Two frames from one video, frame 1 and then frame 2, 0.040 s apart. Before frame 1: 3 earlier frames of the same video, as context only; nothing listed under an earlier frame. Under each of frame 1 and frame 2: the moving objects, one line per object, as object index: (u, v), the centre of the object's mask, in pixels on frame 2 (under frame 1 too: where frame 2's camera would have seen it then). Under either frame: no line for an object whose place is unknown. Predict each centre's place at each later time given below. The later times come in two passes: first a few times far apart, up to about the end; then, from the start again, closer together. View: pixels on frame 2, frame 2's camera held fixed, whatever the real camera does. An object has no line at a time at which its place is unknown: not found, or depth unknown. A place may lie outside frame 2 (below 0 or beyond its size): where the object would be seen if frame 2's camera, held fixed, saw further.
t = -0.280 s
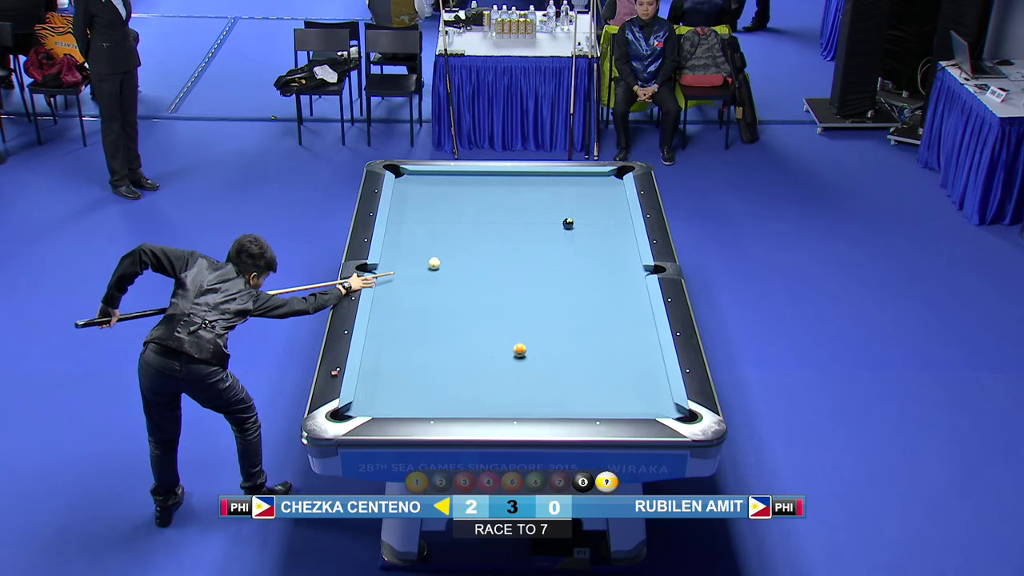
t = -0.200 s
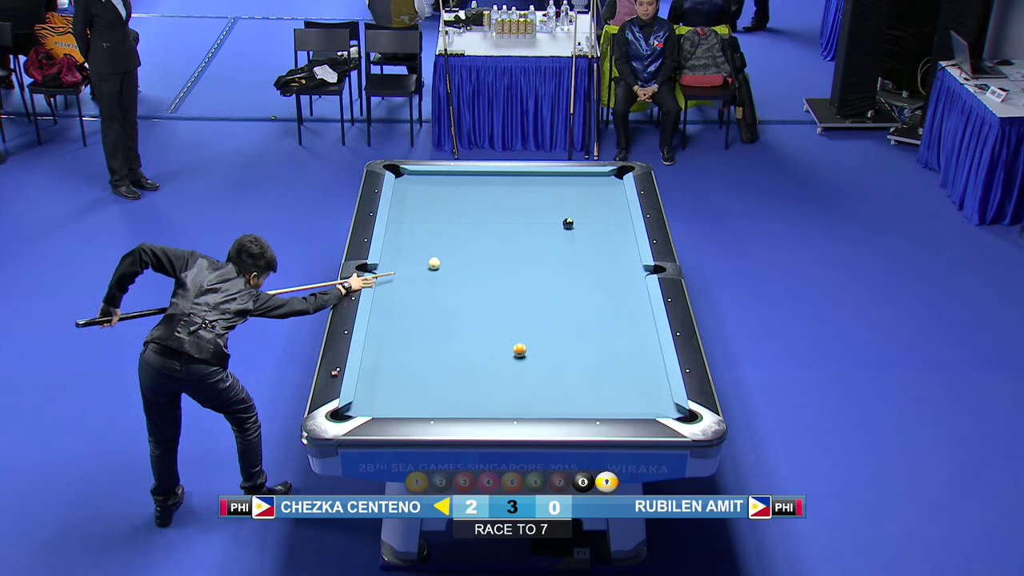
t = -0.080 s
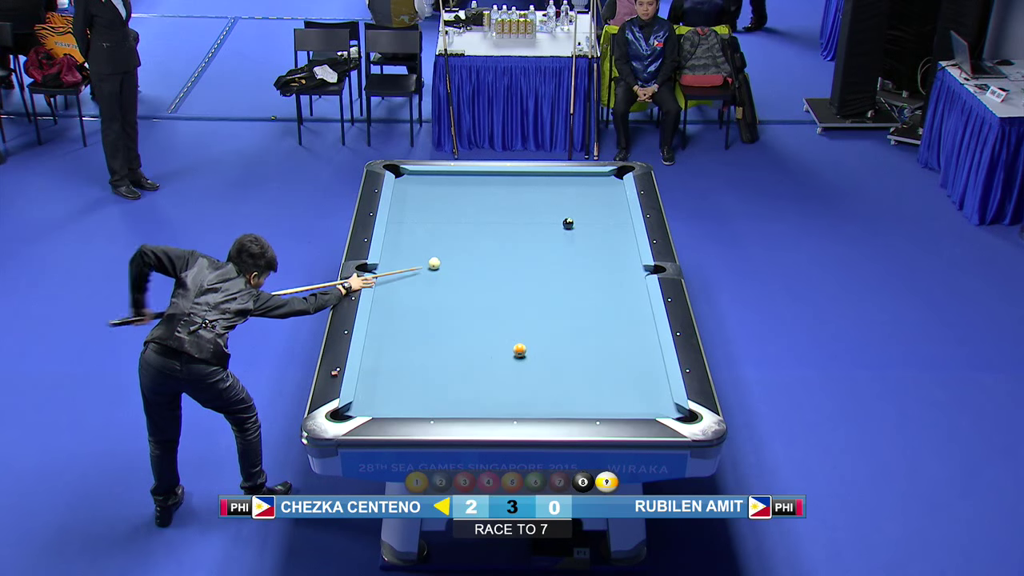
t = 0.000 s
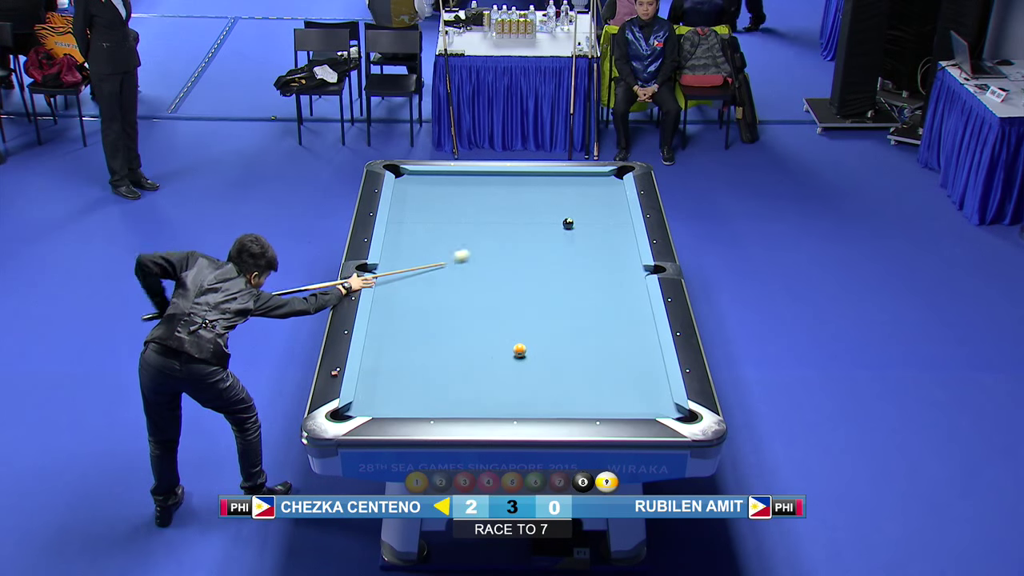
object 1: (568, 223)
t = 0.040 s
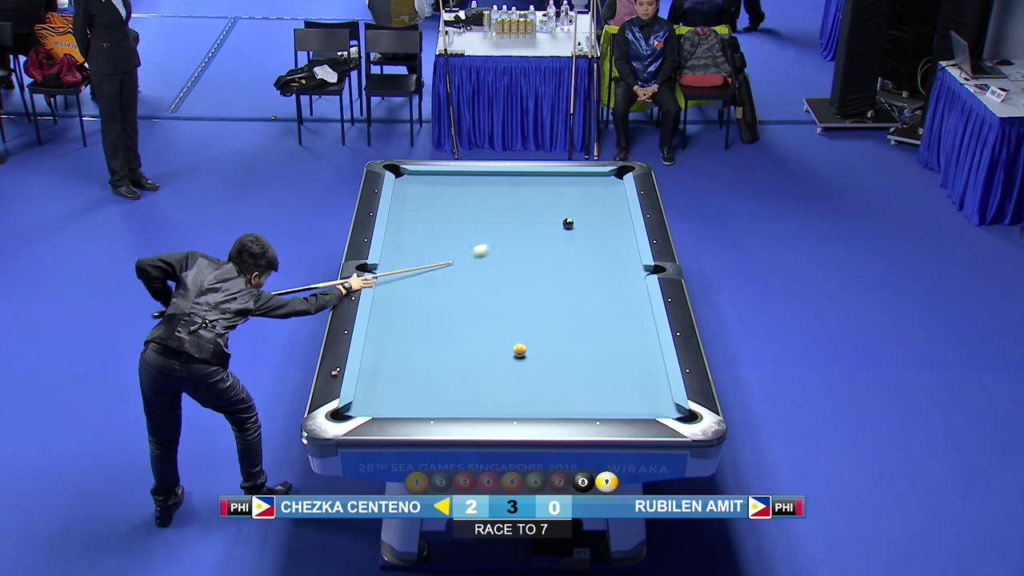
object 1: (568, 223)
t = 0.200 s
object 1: (568, 223)
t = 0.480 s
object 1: (597, 196)
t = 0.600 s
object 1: (609, 185)
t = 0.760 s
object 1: (621, 173)
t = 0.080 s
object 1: (568, 223)
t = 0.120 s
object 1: (568, 223)
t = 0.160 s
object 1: (568, 223)
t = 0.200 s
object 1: (568, 223)
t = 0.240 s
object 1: (570, 221)
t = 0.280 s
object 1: (574, 217)
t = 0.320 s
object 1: (579, 212)
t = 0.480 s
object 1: (597, 196)
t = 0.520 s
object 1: (601, 192)
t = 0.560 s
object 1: (605, 188)
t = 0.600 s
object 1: (609, 185)
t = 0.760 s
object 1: (621, 173)
